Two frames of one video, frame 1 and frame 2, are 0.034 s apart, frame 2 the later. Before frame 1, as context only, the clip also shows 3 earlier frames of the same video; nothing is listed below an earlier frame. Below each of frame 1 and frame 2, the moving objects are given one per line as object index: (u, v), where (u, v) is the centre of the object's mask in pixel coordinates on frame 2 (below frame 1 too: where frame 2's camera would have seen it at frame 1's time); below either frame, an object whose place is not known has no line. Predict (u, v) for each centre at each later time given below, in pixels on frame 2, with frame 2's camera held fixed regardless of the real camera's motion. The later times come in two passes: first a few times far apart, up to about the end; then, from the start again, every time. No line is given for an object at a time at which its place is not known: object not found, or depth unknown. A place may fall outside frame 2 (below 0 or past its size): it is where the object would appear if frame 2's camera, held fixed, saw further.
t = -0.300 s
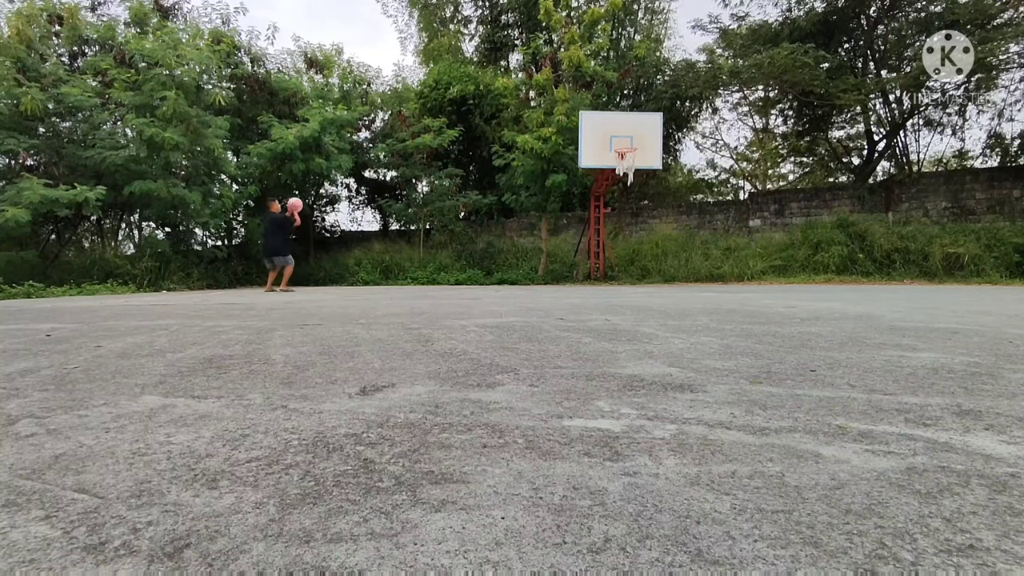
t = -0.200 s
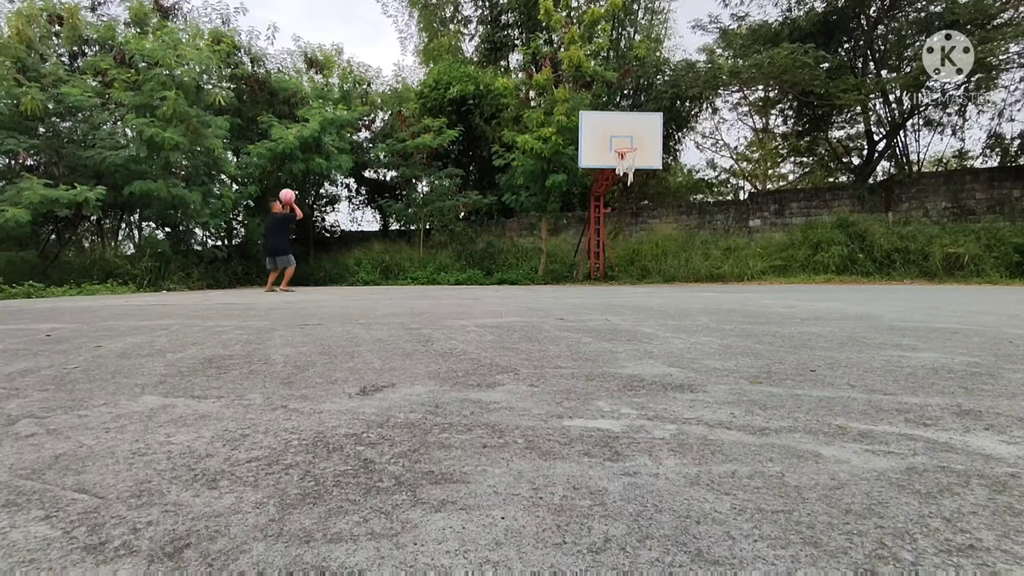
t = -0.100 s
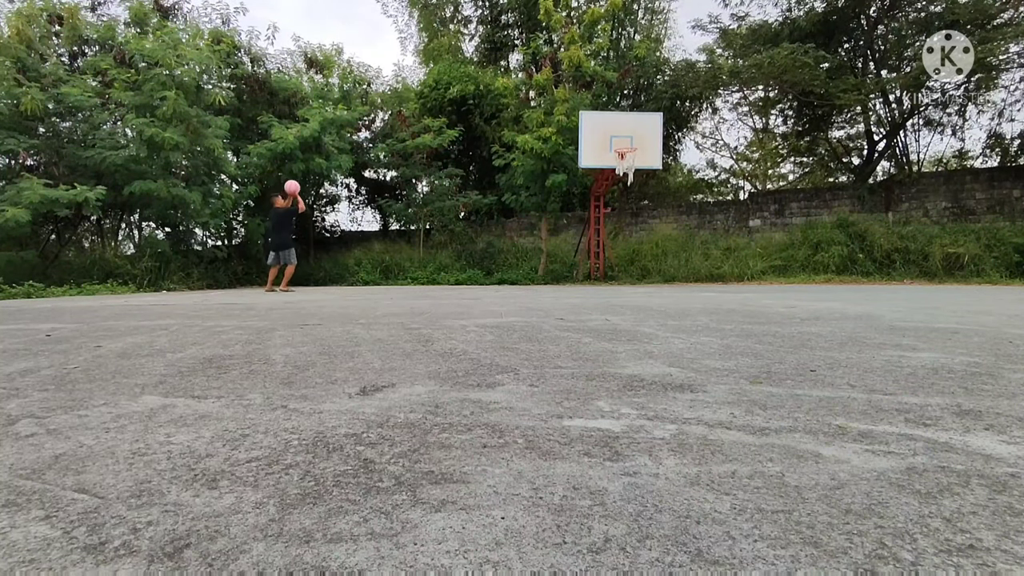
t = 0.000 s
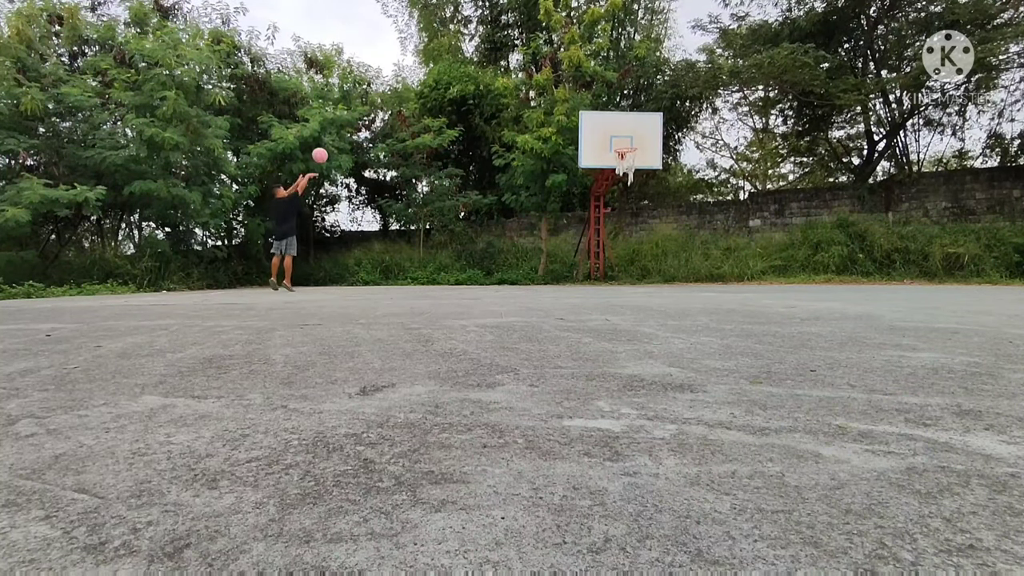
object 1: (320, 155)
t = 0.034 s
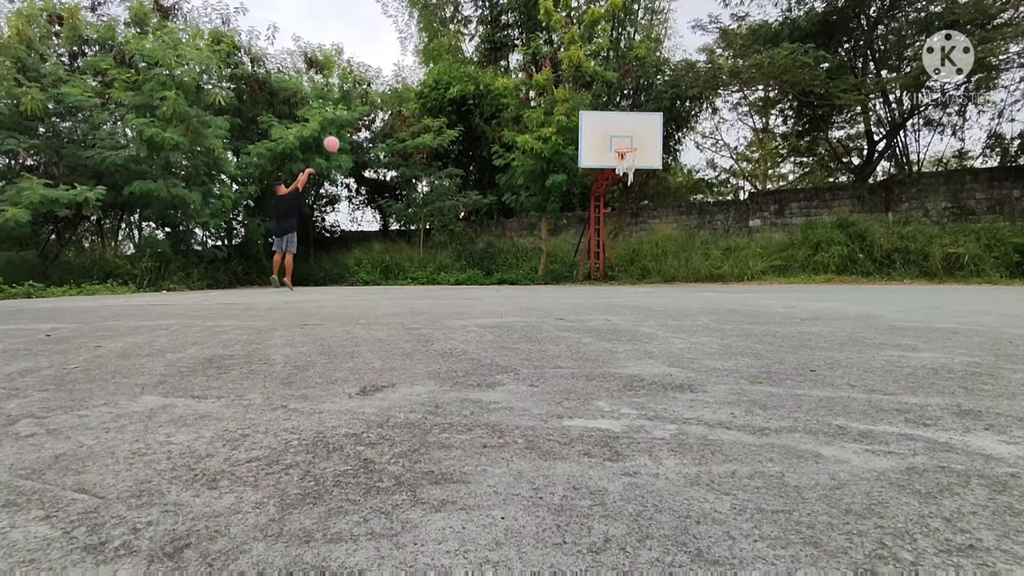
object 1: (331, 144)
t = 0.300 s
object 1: (418, 81)
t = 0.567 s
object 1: (493, 61)
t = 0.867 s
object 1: (567, 84)
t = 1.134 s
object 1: (624, 139)
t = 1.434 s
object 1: (618, 156)
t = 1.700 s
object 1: (629, 183)
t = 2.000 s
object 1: (641, 250)
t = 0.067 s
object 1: (343, 133)
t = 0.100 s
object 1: (354, 124)
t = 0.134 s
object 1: (365, 114)
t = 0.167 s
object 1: (376, 106)
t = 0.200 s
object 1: (387, 99)
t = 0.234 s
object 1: (397, 91)
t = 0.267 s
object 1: (407, 86)
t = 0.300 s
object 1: (418, 81)
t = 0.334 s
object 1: (428, 76)
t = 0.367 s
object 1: (437, 71)
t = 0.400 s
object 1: (447, 68)
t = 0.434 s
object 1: (457, 65)
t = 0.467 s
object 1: (466, 63)
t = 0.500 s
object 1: (475, 62)
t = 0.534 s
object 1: (484, 61)
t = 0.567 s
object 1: (493, 61)
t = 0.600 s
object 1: (502, 62)
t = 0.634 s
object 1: (511, 63)
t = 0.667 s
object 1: (519, 64)
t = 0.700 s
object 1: (528, 67)
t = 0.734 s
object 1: (536, 69)
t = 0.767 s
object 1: (544, 72)
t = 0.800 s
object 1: (552, 75)
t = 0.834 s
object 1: (560, 80)
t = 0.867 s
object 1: (567, 84)
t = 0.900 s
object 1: (575, 89)
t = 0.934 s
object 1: (582, 95)
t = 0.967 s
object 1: (589, 101)
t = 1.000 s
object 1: (596, 107)
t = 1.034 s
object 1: (603, 114)
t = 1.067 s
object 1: (610, 123)
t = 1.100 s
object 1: (617, 130)
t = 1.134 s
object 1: (624, 139)
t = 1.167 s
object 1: (630, 146)
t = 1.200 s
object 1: (630, 150)
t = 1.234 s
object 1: (629, 151)
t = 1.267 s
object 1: (624, 153)
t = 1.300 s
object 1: (620, 154)
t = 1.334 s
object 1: (618, 154)
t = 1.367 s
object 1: (618, 156)
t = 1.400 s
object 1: (618, 156)
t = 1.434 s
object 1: (618, 156)
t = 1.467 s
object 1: (620, 157)
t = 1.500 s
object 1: (620, 162)
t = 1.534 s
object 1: (621, 163)
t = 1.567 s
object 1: (622, 165)
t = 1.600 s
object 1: (625, 169)
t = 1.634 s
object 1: (626, 173)
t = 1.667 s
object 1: (628, 178)
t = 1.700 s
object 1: (629, 183)
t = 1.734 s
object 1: (630, 188)
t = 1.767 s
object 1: (632, 194)
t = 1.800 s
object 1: (633, 200)
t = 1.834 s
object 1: (634, 207)
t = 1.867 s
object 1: (636, 215)
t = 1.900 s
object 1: (637, 223)
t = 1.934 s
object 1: (638, 231)
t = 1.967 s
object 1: (640, 240)
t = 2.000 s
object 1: (641, 250)
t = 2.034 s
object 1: (642, 260)
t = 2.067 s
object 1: (644, 270)
